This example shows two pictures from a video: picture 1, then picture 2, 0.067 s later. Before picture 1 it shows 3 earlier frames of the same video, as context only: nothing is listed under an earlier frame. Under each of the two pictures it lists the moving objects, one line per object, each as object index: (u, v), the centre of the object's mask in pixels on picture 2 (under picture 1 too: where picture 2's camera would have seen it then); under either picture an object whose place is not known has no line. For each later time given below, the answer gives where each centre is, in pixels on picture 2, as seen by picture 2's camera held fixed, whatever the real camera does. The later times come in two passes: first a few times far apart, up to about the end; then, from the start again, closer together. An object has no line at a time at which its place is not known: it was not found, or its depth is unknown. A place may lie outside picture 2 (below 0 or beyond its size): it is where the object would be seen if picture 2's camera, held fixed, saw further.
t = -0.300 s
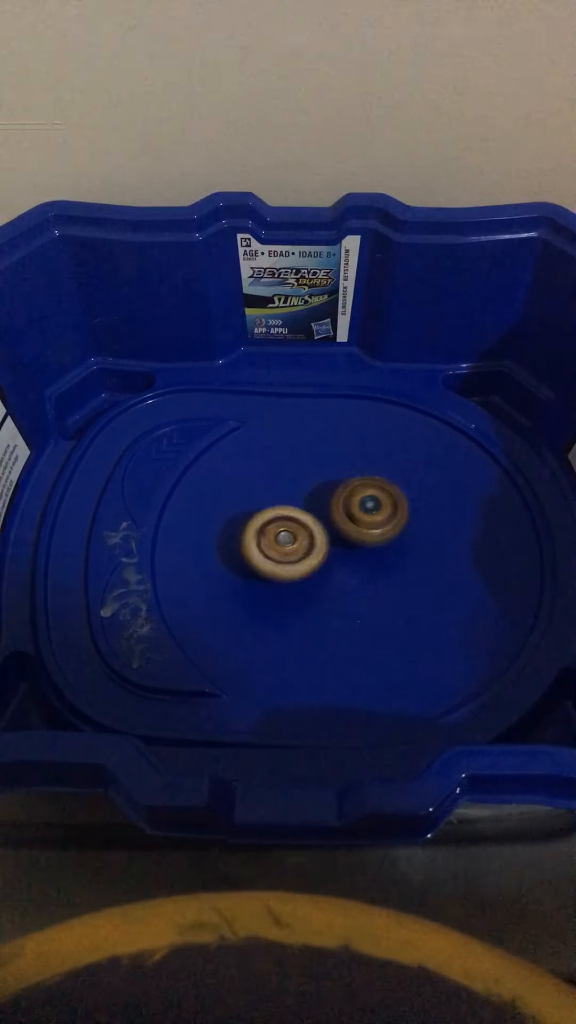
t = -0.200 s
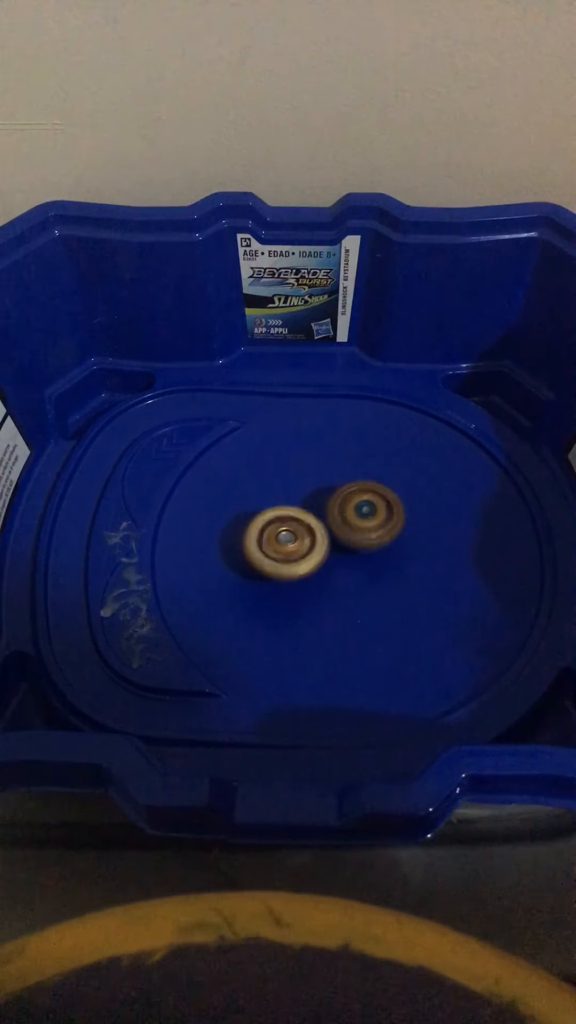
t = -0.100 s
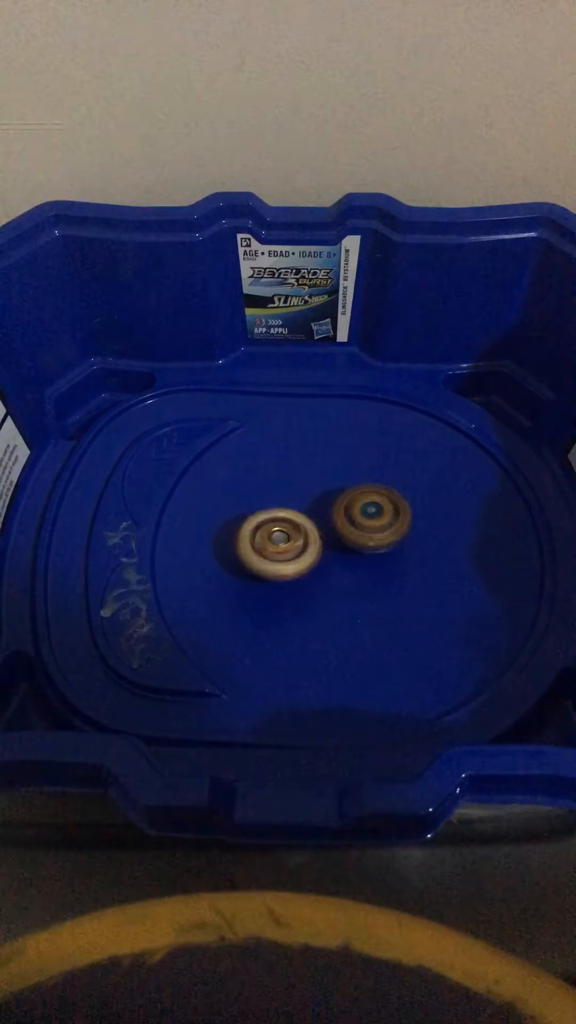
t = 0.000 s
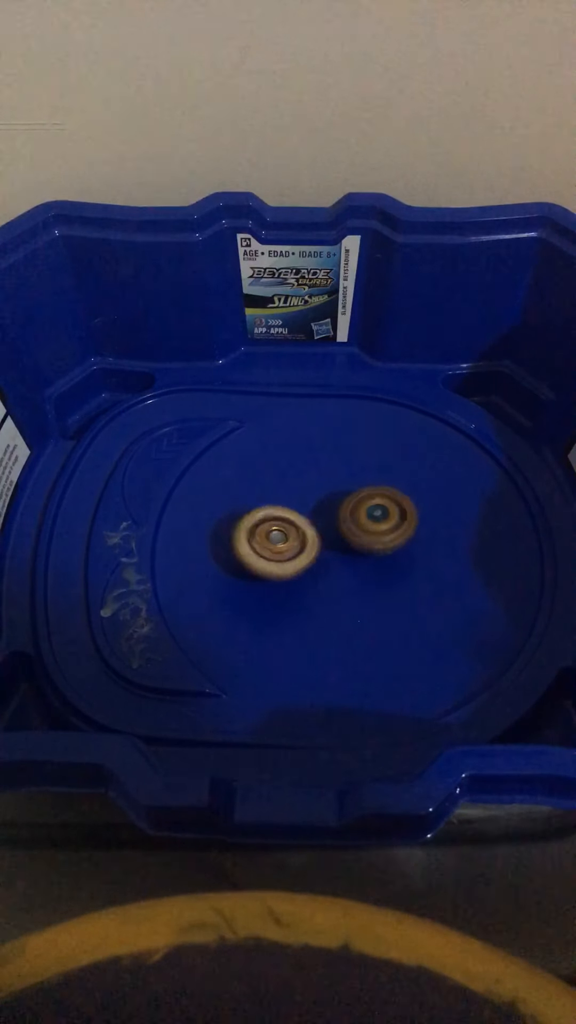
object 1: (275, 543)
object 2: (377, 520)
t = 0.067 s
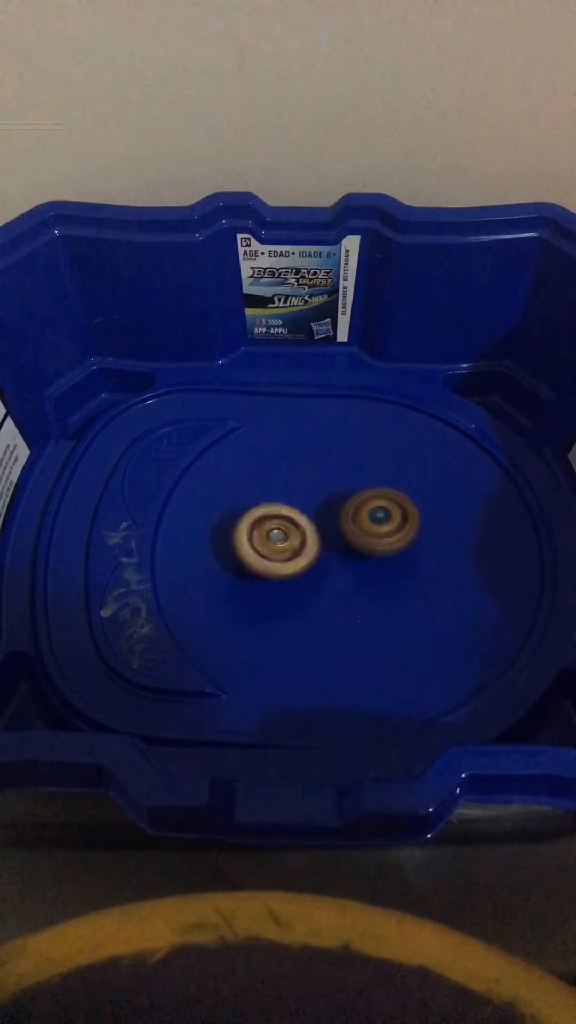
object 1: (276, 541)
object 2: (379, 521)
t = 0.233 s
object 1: (286, 537)
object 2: (377, 528)
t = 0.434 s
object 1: (284, 531)
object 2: (387, 533)
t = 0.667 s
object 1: (289, 527)
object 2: (393, 535)
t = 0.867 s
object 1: (296, 525)
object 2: (384, 534)
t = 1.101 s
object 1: (284, 520)
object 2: (392, 536)
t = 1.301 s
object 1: (293, 515)
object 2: (382, 533)
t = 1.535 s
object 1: (282, 509)
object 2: (407, 538)
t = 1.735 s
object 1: (290, 513)
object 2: (414, 537)
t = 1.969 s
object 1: (301, 525)
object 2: (392, 543)
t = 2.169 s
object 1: (287, 528)
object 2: (393, 555)
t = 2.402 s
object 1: (288, 525)
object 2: (388, 567)
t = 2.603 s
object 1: (299, 522)
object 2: (382, 580)
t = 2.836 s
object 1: (306, 519)
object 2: (393, 592)
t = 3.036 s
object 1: (313, 520)
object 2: (377, 585)
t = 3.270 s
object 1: (305, 503)
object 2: (360, 587)
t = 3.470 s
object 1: (310, 497)
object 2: (355, 594)
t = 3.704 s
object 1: (319, 511)
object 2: (336, 587)
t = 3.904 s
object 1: (313, 504)
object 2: (323, 604)
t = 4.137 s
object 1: (312, 500)
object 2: (312, 599)
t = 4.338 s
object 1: (315, 506)
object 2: (297, 579)
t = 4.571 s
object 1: (320, 499)
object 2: (276, 595)
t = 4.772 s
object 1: (322, 508)
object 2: (289, 579)
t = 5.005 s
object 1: (341, 498)
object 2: (283, 563)
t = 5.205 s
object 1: (344, 506)
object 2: (267, 548)
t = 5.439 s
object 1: (344, 504)
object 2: (265, 535)
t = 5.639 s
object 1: (359, 490)
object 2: (263, 533)
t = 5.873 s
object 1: (368, 509)
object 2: (274, 523)
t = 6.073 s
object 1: (384, 528)
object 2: (263, 511)
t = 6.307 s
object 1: (370, 528)
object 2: (276, 509)
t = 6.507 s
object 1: (388, 536)
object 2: (309, 506)
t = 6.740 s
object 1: (381, 532)
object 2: (318, 480)
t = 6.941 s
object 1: (390, 530)
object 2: (314, 483)
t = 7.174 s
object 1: (394, 547)
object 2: (313, 509)
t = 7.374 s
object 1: (377, 558)
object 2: (303, 520)
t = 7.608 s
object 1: (384, 587)
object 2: (290, 518)
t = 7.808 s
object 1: (388, 589)
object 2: (309, 509)
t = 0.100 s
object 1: (277, 539)
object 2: (379, 523)
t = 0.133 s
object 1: (278, 539)
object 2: (379, 523)
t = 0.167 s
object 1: (281, 538)
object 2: (379, 525)
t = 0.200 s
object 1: (282, 537)
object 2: (378, 526)
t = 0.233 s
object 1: (286, 537)
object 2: (377, 528)
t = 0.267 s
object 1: (288, 536)
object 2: (376, 529)
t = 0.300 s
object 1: (288, 535)
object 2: (377, 530)
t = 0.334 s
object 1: (288, 533)
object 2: (378, 530)
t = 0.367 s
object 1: (288, 533)
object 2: (377, 532)
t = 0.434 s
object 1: (284, 531)
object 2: (387, 533)
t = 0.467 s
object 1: (284, 531)
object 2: (390, 534)
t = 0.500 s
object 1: (284, 531)
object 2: (391, 534)
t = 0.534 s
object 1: (284, 530)
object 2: (393, 534)
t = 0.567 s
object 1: (285, 529)
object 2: (394, 534)
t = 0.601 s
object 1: (286, 529)
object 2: (394, 535)
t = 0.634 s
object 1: (287, 528)
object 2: (393, 535)
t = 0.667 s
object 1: (289, 527)
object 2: (393, 535)
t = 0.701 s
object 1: (291, 527)
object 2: (391, 535)
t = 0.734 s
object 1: (294, 527)
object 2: (389, 535)
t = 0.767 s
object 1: (297, 527)
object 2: (386, 534)
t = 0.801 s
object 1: (297, 526)
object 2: (385, 534)
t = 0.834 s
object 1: (296, 526)
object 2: (386, 533)
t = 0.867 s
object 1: (296, 525)
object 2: (384, 534)
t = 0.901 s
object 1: (295, 525)
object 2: (384, 534)
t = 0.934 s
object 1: (295, 524)
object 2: (383, 535)
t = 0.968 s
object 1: (290, 522)
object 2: (389, 536)
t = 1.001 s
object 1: (288, 521)
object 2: (390, 536)
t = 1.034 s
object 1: (287, 521)
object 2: (391, 536)
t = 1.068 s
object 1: (286, 521)
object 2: (391, 535)
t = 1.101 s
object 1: (284, 520)
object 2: (392, 536)
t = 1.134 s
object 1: (285, 518)
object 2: (391, 535)
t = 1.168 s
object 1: (285, 517)
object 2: (390, 534)
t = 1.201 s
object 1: (286, 516)
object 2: (389, 533)
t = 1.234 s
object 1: (287, 515)
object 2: (387, 533)
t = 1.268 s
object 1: (290, 514)
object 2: (386, 533)
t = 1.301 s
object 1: (293, 515)
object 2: (382, 533)
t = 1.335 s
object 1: (294, 514)
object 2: (381, 533)
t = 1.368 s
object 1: (295, 514)
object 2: (380, 533)
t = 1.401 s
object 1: (290, 510)
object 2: (389, 535)
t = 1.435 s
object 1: (283, 509)
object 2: (397, 536)
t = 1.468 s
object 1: (282, 508)
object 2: (403, 538)
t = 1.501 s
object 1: (282, 509)
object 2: (406, 538)
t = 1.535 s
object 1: (282, 509)
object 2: (407, 538)
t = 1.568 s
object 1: (282, 510)
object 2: (410, 538)
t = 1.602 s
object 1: (283, 509)
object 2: (413, 538)
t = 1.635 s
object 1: (284, 510)
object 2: (415, 537)
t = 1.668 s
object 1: (286, 511)
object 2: (415, 537)
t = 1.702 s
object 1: (288, 512)
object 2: (415, 538)
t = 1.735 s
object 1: (290, 513)
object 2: (414, 537)
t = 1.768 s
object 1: (292, 515)
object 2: (411, 537)
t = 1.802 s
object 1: (294, 516)
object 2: (408, 537)
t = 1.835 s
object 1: (296, 519)
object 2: (404, 538)
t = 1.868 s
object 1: (298, 521)
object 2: (400, 539)
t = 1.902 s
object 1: (301, 523)
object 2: (395, 540)
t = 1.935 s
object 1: (303, 525)
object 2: (390, 541)
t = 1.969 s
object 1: (301, 525)
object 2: (392, 543)
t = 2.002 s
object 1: (296, 525)
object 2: (394, 543)
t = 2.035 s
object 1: (294, 526)
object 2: (393, 545)
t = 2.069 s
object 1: (293, 527)
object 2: (392, 548)
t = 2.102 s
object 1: (291, 528)
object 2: (394, 552)
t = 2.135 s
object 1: (289, 529)
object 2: (395, 552)
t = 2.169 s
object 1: (287, 528)
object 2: (393, 555)
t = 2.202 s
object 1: (287, 528)
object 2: (394, 558)
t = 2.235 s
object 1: (286, 527)
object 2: (394, 561)
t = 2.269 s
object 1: (286, 527)
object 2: (395, 562)
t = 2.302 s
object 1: (284, 526)
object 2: (392, 562)
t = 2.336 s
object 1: (286, 525)
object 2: (391, 566)
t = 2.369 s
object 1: (287, 525)
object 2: (391, 566)
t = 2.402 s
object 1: (288, 525)
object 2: (388, 567)
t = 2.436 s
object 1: (291, 525)
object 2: (385, 569)
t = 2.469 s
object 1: (293, 525)
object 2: (382, 571)
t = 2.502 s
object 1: (296, 526)
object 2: (380, 572)
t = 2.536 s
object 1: (299, 527)
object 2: (377, 571)
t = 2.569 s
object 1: (302, 527)
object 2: (374, 574)
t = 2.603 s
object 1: (299, 522)
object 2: (382, 580)
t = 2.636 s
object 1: (297, 519)
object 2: (385, 583)
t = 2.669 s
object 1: (299, 519)
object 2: (389, 587)
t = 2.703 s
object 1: (300, 519)
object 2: (391, 589)
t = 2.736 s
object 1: (301, 520)
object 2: (391, 590)
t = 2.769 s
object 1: (301, 519)
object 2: (391, 592)
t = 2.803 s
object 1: (304, 519)
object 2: (393, 592)
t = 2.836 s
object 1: (306, 519)
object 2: (393, 592)
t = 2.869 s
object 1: (308, 518)
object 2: (394, 591)
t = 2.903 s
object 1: (308, 518)
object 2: (391, 590)
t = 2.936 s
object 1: (309, 518)
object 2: (389, 590)
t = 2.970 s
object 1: (310, 518)
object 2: (386, 587)
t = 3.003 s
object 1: (311, 519)
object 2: (381, 586)
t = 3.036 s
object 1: (313, 520)
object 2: (377, 585)
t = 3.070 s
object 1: (313, 520)
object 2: (372, 584)
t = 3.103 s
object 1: (315, 518)
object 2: (367, 582)
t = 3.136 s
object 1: (312, 512)
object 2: (367, 583)
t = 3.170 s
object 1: (310, 507)
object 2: (368, 584)
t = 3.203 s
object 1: (308, 505)
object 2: (366, 583)
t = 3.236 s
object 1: (306, 504)
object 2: (362, 584)
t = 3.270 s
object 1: (305, 503)
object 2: (360, 587)
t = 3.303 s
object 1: (304, 500)
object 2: (362, 592)
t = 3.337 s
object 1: (305, 497)
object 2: (362, 591)
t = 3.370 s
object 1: (306, 497)
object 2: (360, 591)
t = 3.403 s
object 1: (307, 497)
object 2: (357, 592)
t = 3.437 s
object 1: (308, 497)
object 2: (354, 594)
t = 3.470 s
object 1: (310, 497)
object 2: (355, 594)
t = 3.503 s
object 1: (312, 497)
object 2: (355, 593)
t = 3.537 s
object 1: (314, 499)
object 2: (351, 591)
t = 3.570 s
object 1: (315, 501)
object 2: (347, 592)
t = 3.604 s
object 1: (316, 503)
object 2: (346, 592)
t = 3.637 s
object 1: (318, 505)
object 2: (345, 591)
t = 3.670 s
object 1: (319, 507)
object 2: (341, 589)
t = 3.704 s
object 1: (319, 511)
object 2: (336, 587)
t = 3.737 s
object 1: (318, 513)
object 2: (332, 588)
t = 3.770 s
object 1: (319, 508)
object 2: (332, 596)
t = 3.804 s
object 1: (319, 505)
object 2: (331, 598)
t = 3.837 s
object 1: (318, 504)
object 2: (328, 601)
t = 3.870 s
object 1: (315, 505)
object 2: (325, 604)
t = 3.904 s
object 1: (313, 504)
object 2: (323, 604)
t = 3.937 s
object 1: (311, 502)
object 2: (321, 605)
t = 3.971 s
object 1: (313, 500)
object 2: (319, 607)
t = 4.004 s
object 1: (313, 500)
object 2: (319, 606)
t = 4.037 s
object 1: (311, 501)
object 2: (318, 605)
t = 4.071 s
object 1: (310, 502)
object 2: (316, 603)
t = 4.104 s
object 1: (310, 501)
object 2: (314, 601)
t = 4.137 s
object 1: (312, 500)
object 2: (312, 599)
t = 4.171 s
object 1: (313, 501)
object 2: (310, 597)
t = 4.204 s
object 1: (313, 502)
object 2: (308, 593)
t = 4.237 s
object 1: (313, 504)
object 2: (307, 590)
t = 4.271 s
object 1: (312, 504)
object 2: (303, 587)
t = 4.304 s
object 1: (315, 505)
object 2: (299, 583)
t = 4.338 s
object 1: (315, 506)
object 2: (297, 579)
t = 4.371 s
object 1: (316, 503)
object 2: (292, 583)
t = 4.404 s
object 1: (317, 499)
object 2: (290, 587)
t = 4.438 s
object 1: (319, 497)
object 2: (286, 587)
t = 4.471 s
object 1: (321, 497)
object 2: (281, 588)
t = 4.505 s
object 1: (322, 498)
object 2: (276, 590)
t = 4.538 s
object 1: (321, 499)
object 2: (274, 593)
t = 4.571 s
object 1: (320, 499)
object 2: (276, 595)
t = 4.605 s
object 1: (321, 500)
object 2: (277, 594)
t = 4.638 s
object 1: (324, 500)
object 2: (276, 591)
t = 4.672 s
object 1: (324, 501)
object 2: (276, 590)
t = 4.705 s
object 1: (324, 503)
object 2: (278, 588)
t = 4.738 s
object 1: (323, 506)
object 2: (283, 585)
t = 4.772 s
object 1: (322, 508)
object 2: (289, 579)
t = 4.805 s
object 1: (323, 507)
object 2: (292, 575)
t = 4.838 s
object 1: (325, 505)
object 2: (289, 573)
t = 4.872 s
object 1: (334, 501)
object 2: (287, 575)
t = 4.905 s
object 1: (339, 498)
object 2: (287, 573)
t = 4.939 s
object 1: (341, 499)
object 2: (285, 569)
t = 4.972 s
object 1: (340, 499)
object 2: (284, 566)
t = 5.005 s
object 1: (341, 498)
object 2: (283, 563)
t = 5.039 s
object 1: (342, 497)
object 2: (279, 560)
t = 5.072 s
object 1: (344, 496)
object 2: (277, 558)
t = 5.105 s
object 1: (347, 498)
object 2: (276, 554)
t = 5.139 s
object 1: (347, 502)
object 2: (272, 551)
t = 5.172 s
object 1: (347, 503)
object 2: (269, 549)
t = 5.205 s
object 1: (344, 506)
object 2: (267, 548)
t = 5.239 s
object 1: (343, 508)
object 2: (266, 546)
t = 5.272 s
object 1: (343, 509)
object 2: (266, 545)
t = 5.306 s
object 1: (343, 509)
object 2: (265, 542)
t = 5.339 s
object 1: (345, 509)
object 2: (264, 539)
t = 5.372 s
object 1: (347, 508)
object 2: (262, 538)
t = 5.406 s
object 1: (345, 506)
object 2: (262, 537)
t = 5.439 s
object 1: (344, 504)
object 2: (265, 535)
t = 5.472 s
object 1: (344, 502)
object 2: (267, 533)
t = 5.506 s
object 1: (342, 499)
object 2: (267, 531)
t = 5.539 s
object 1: (343, 496)
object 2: (266, 530)
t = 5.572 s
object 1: (351, 494)
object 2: (261, 531)
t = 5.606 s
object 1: (354, 492)
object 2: (261, 533)
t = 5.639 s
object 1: (359, 490)
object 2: (263, 533)
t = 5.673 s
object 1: (363, 491)
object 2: (264, 530)
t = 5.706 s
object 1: (365, 494)
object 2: (264, 528)
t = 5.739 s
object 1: (366, 494)
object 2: (263, 528)
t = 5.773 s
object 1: (368, 498)
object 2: (265, 527)
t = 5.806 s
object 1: (368, 501)
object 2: (267, 527)
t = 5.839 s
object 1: (367, 504)
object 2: (270, 526)
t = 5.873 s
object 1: (368, 509)
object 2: (274, 523)
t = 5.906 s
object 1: (365, 513)
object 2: (278, 520)
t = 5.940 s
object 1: (360, 518)
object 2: (279, 517)
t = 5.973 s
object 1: (368, 520)
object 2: (269, 514)
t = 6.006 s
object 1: (374, 523)
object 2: (263, 512)
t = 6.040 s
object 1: (381, 525)
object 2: (262, 513)
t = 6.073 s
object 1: (384, 528)
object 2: (263, 511)
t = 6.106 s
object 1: (384, 533)
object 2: (266, 509)
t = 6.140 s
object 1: (380, 535)
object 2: (265, 505)
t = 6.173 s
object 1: (373, 536)
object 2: (264, 504)
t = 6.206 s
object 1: (369, 532)
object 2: (264, 506)
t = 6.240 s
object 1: (365, 530)
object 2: (267, 509)
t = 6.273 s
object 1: (368, 527)
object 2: (271, 509)
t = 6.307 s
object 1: (370, 528)
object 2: (276, 509)
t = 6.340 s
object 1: (377, 530)
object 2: (279, 510)
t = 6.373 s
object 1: (381, 533)
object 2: (284, 511)
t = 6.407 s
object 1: (386, 537)
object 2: (287, 511)
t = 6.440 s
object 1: (389, 537)
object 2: (294, 510)
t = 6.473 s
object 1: (389, 537)
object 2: (301, 508)
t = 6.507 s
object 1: (388, 536)
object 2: (309, 506)
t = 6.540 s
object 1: (387, 534)
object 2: (311, 503)
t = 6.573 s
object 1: (385, 533)
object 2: (312, 500)
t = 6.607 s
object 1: (381, 532)
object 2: (314, 499)
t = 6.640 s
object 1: (383, 530)
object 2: (319, 492)
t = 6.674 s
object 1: (382, 531)
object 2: (321, 488)
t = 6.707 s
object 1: (384, 531)
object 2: (321, 483)
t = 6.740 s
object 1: (381, 532)
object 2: (318, 480)
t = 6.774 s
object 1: (381, 532)
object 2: (315, 479)
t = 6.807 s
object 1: (380, 531)
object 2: (313, 480)
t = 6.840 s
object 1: (383, 531)
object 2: (315, 482)
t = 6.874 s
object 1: (389, 533)
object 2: (317, 482)
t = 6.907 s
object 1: (391, 533)
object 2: (316, 481)
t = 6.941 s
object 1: (390, 530)
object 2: (314, 483)
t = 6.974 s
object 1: (392, 526)
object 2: (314, 486)
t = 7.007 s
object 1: (392, 526)
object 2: (317, 492)
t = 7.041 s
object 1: (393, 528)
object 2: (316, 493)
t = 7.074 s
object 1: (396, 534)
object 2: (311, 494)
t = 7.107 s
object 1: (396, 538)
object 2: (307, 498)
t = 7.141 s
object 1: (397, 543)
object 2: (308, 504)
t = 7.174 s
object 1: (394, 547)
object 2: (313, 509)
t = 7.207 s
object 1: (393, 550)
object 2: (316, 511)
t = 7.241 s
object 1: (388, 552)
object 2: (318, 514)
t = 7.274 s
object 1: (385, 555)
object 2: (315, 513)
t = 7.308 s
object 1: (381, 557)
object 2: (311, 514)
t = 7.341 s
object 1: (377, 559)
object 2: (306, 517)
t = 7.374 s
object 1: (377, 558)
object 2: (303, 520)
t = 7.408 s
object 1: (378, 561)
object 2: (303, 524)
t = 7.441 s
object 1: (376, 564)
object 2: (305, 527)
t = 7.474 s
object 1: (375, 568)
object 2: (310, 528)
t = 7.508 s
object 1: (373, 571)
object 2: (311, 526)
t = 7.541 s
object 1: (376, 579)
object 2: (304, 522)
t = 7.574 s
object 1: (380, 584)
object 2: (297, 519)
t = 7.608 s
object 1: (384, 587)
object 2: (290, 518)
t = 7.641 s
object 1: (386, 590)
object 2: (289, 518)
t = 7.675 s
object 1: (387, 591)
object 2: (295, 517)
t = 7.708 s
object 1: (388, 591)
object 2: (299, 515)
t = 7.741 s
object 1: (389, 591)
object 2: (304, 512)
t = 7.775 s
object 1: (389, 591)
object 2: (307, 510)
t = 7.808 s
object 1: (388, 589)
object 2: (309, 509)
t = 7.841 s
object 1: (388, 588)
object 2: (309, 508)
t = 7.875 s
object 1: (389, 587)
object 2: (308, 509)
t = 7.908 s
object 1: (390, 586)
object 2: (312, 512)
